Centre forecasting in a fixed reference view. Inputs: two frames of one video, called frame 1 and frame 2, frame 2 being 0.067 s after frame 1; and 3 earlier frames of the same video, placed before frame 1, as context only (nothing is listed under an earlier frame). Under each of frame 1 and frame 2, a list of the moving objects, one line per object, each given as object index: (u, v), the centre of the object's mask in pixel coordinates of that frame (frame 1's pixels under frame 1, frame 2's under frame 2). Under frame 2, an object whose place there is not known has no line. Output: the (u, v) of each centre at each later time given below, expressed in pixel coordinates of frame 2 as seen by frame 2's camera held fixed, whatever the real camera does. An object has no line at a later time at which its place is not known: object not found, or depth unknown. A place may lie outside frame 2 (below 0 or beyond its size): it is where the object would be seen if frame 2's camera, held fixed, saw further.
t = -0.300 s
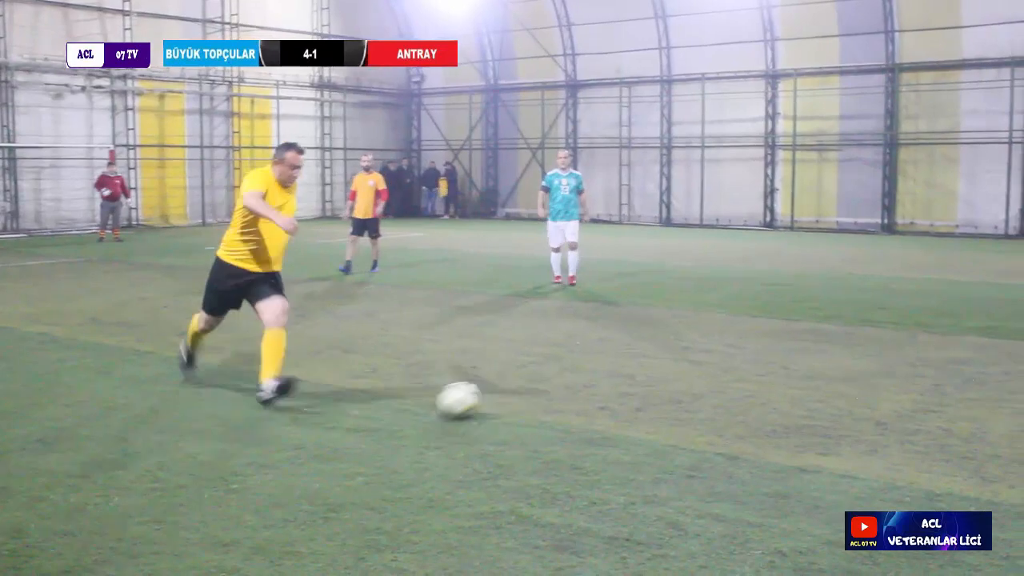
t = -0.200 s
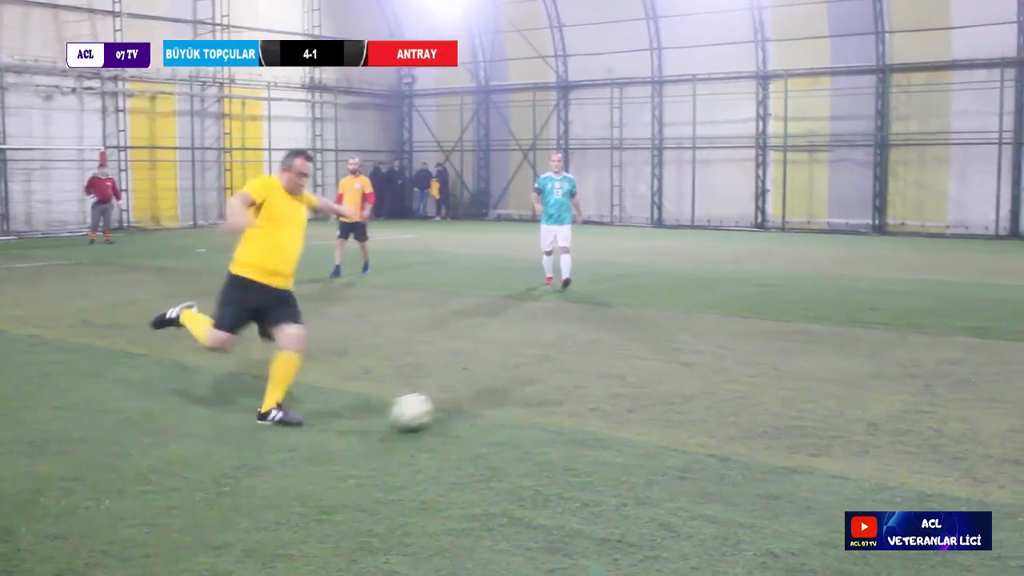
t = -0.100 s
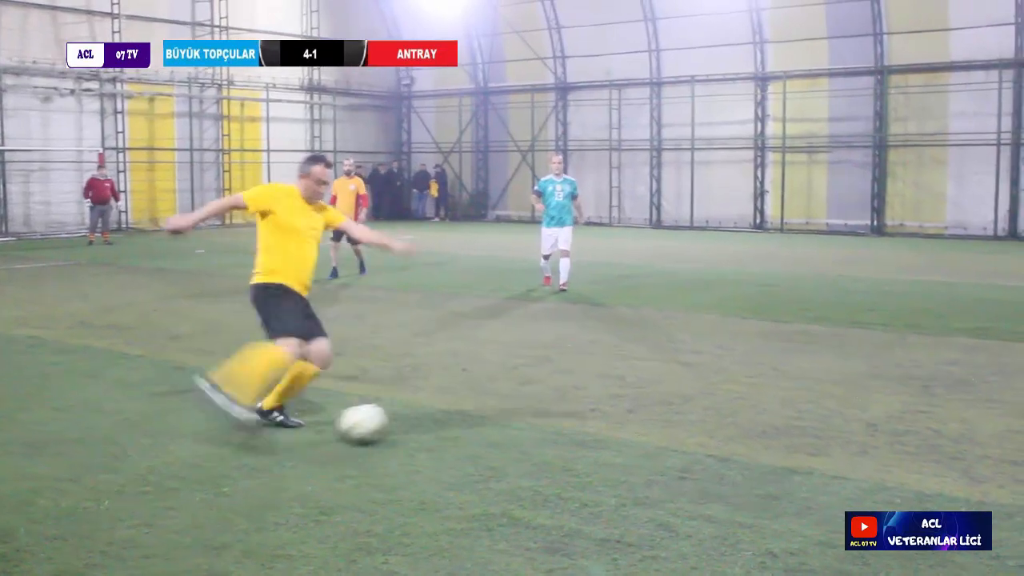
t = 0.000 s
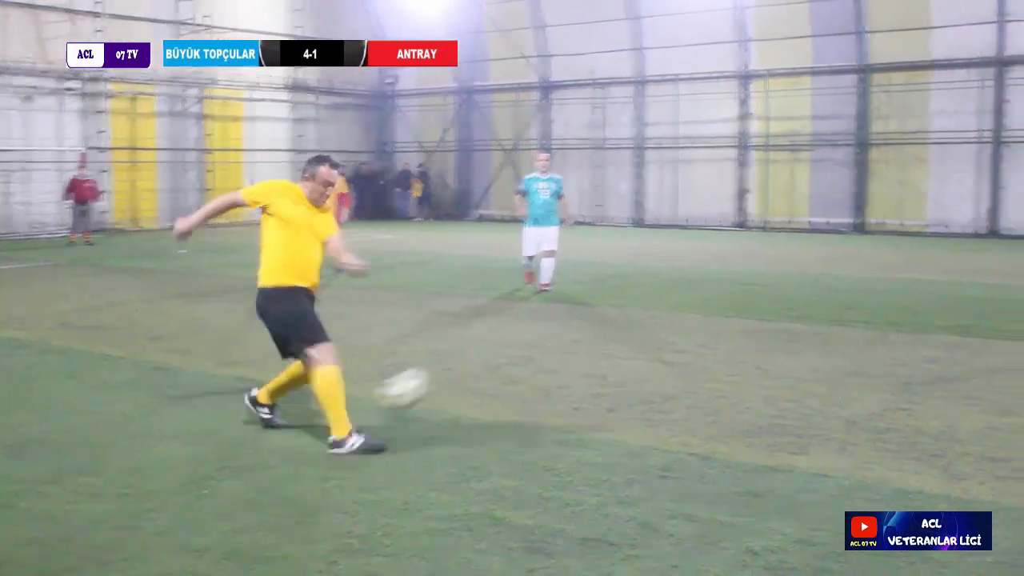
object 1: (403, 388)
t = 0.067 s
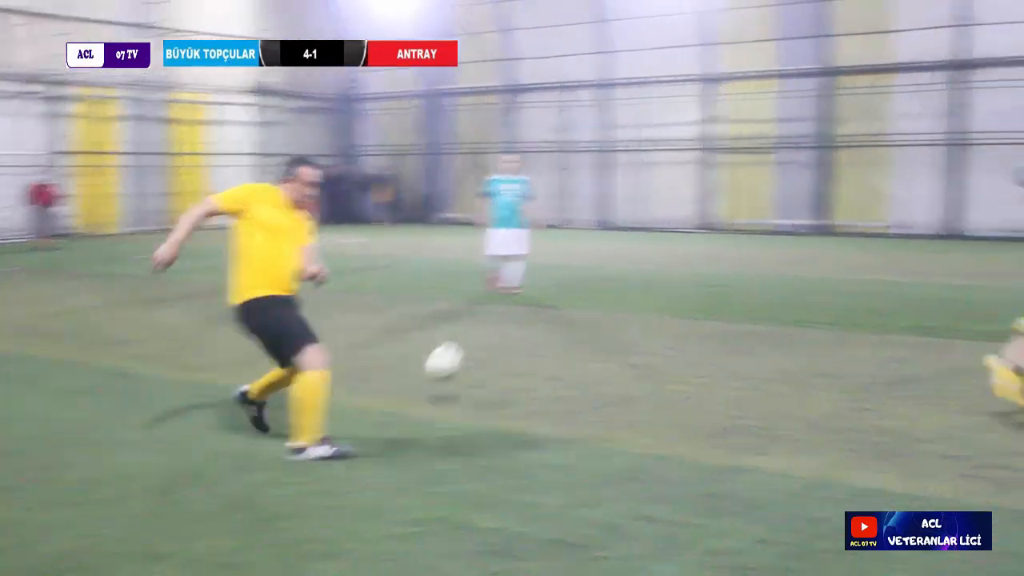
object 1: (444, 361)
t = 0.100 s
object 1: (476, 349)
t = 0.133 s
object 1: (505, 340)
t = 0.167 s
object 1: (531, 333)
